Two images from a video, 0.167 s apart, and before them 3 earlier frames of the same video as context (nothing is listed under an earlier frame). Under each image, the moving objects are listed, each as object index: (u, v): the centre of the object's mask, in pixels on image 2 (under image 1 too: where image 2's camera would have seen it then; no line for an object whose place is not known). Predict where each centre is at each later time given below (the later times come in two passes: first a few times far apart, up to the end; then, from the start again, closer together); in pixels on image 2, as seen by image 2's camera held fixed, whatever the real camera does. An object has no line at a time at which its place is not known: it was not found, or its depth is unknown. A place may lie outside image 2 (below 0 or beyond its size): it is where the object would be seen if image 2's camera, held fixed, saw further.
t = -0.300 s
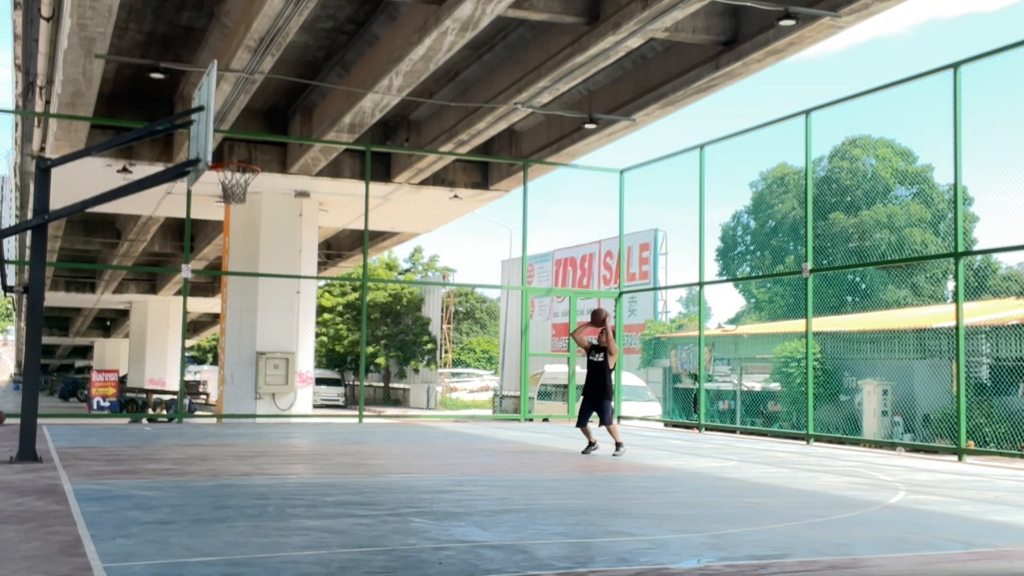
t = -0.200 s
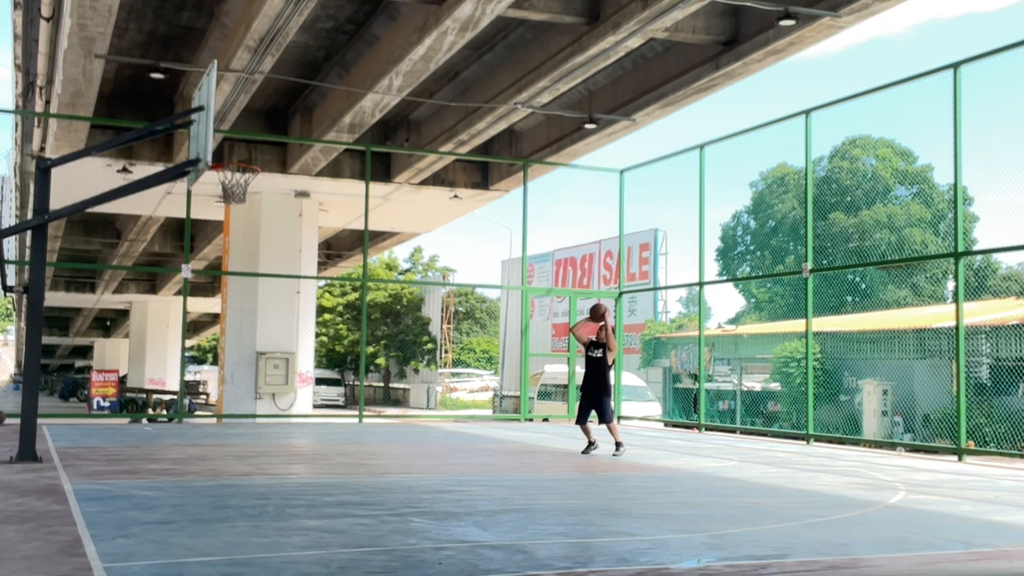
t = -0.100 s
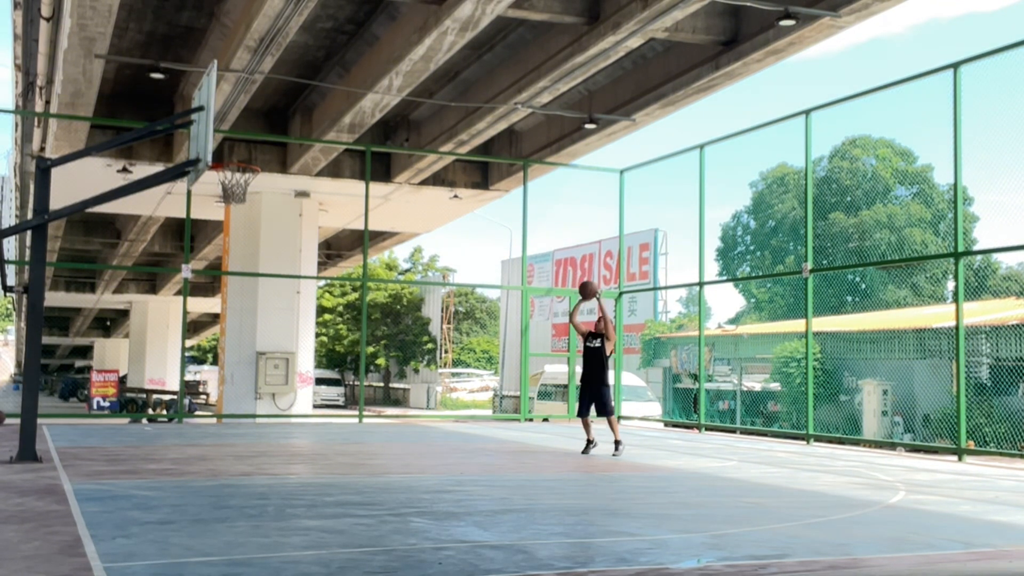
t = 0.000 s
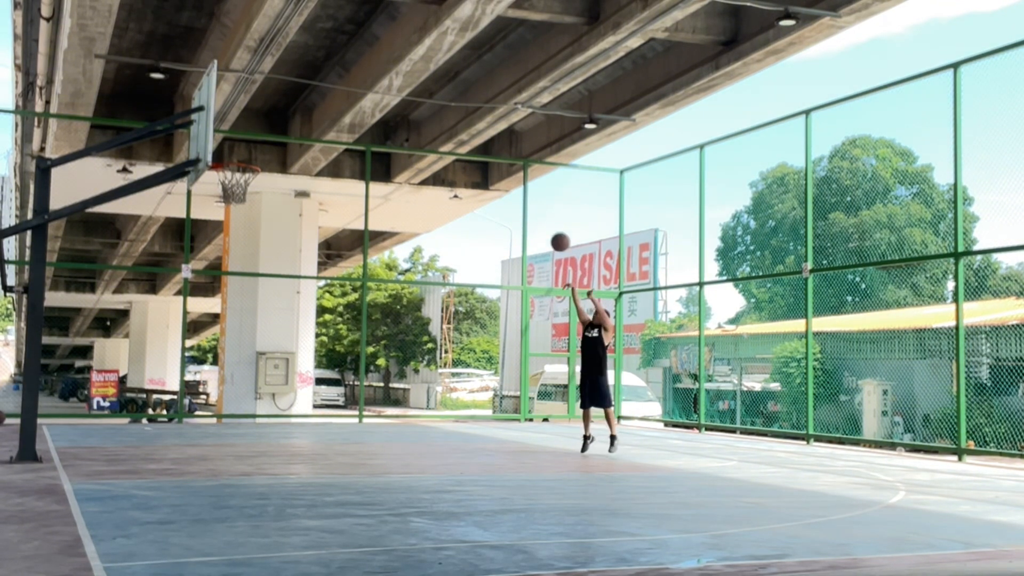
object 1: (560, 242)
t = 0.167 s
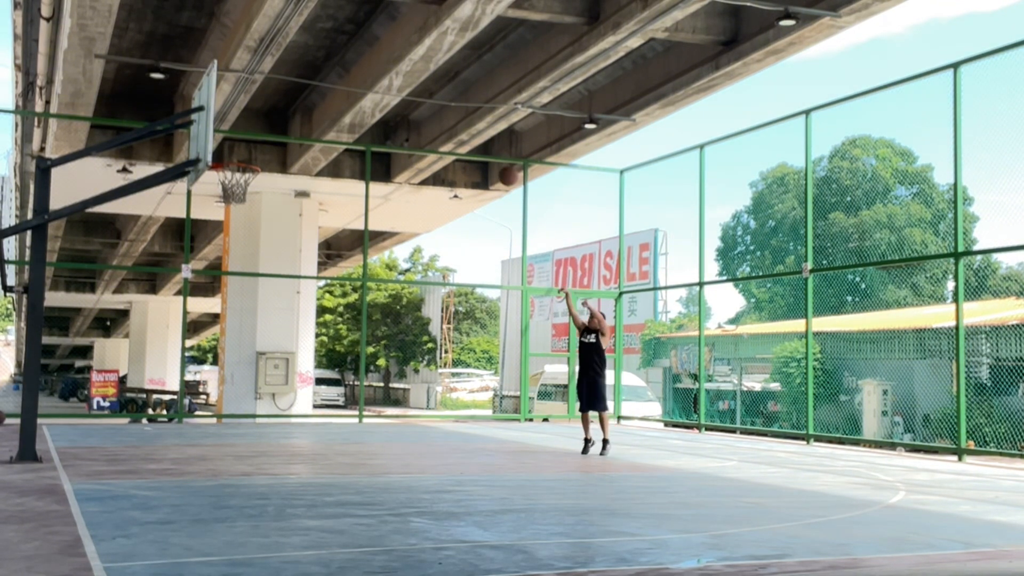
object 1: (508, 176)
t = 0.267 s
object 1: (477, 146)
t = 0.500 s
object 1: (398, 111)
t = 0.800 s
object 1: (290, 129)
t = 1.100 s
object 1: (231, 188)
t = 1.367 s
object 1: (251, 215)
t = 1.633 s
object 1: (266, 303)
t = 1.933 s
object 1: (278, 426)
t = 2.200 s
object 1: (292, 315)
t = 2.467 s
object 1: (302, 272)
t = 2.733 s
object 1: (309, 292)
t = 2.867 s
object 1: (311, 326)
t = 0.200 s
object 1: (498, 166)
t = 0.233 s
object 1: (487, 157)
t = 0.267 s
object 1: (477, 146)
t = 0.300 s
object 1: (465, 139)
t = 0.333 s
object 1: (454, 132)
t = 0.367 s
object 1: (443, 125)
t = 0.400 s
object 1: (432, 120)
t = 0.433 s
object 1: (420, 117)
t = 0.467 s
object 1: (409, 113)
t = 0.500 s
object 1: (398, 111)
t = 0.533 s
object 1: (386, 109)
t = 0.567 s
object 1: (374, 108)
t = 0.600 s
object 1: (362, 108)
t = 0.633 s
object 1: (350, 109)
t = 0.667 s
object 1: (338, 111)
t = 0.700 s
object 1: (326, 114)
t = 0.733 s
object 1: (314, 119)
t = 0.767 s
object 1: (301, 124)
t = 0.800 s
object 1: (290, 129)
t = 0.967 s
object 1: (226, 176)
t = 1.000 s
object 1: (223, 183)
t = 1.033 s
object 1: (225, 185)
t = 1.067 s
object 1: (228, 186)
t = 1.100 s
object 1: (231, 188)
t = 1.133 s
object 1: (235, 188)
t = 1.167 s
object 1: (238, 189)
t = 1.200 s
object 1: (241, 192)
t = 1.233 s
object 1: (243, 195)
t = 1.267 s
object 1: (245, 199)
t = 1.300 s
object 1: (248, 203)
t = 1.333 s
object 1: (250, 209)
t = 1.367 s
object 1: (251, 215)
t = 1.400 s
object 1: (254, 223)
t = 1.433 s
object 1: (255, 231)
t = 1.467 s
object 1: (257, 241)
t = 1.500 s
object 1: (259, 251)
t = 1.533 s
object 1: (261, 263)
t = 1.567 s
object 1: (262, 276)
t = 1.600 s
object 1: (264, 289)
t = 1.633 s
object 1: (266, 303)
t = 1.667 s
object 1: (267, 319)
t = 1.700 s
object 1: (269, 335)
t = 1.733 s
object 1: (270, 353)
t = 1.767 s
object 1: (271, 371)
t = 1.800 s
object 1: (273, 390)
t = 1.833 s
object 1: (274, 411)
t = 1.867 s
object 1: (275, 432)
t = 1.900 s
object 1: (276, 445)
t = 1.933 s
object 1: (278, 426)
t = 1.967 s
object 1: (280, 408)
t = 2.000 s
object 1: (282, 391)
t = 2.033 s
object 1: (284, 376)
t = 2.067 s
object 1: (285, 361)
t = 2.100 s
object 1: (287, 348)
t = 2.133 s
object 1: (289, 336)
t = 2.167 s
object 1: (290, 325)
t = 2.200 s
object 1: (292, 315)
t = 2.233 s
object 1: (293, 306)
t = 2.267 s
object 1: (295, 298)
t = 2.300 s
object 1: (296, 291)
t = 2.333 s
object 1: (297, 285)
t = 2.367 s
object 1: (298, 280)
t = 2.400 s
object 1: (299, 276)
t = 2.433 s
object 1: (301, 273)
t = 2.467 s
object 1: (302, 272)
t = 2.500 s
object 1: (303, 271)
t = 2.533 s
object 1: (304, 271)
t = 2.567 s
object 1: (305, 272)
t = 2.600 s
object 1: (306, 274)
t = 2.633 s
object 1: (306, 277)
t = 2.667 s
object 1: (308, 282)
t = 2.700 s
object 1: (308, 286)
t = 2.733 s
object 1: (309, 292)
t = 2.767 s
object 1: (310, 299)
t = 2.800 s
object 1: (311, 307)
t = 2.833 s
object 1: (311, 316)
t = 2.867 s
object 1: (311, 326)
